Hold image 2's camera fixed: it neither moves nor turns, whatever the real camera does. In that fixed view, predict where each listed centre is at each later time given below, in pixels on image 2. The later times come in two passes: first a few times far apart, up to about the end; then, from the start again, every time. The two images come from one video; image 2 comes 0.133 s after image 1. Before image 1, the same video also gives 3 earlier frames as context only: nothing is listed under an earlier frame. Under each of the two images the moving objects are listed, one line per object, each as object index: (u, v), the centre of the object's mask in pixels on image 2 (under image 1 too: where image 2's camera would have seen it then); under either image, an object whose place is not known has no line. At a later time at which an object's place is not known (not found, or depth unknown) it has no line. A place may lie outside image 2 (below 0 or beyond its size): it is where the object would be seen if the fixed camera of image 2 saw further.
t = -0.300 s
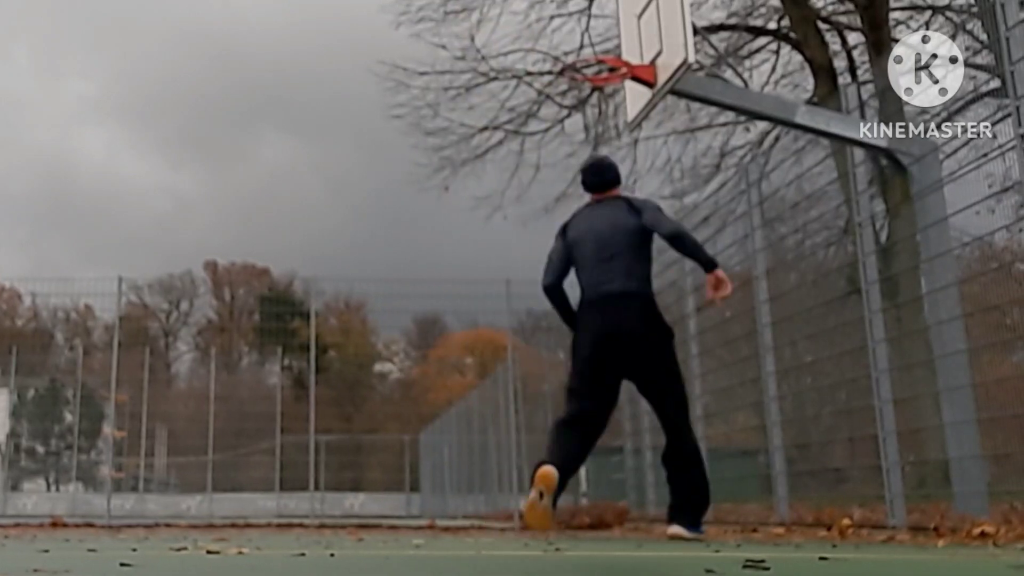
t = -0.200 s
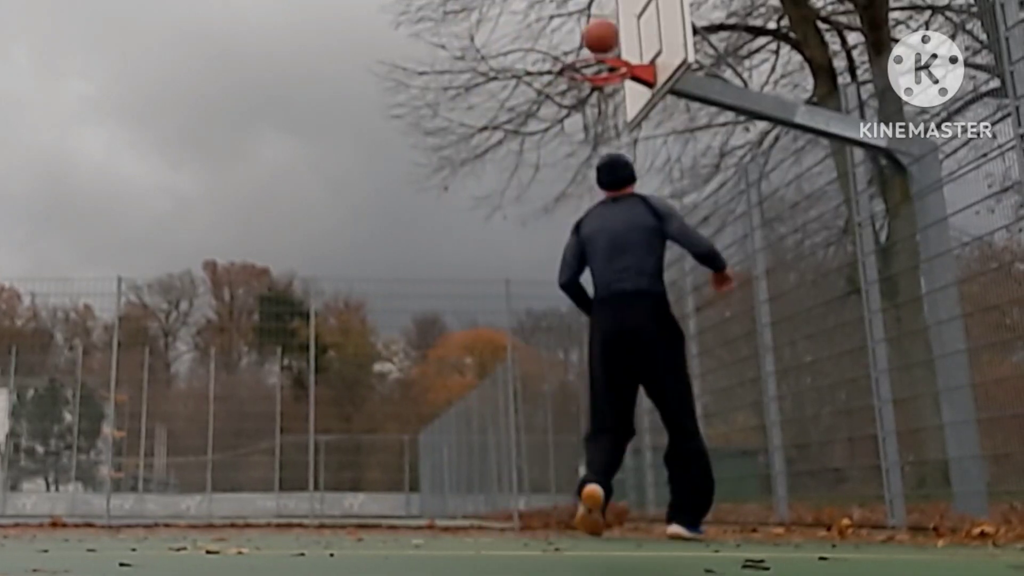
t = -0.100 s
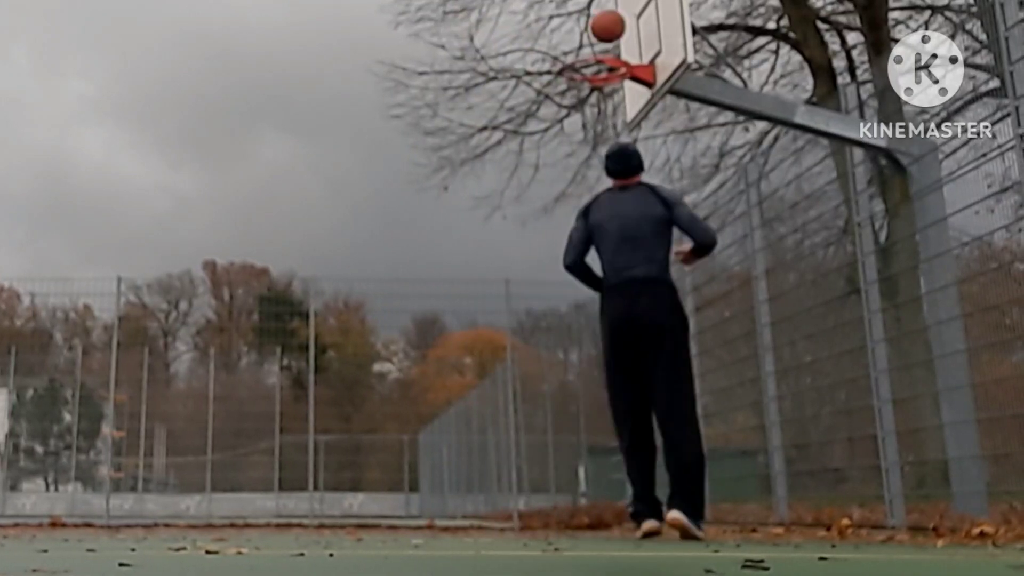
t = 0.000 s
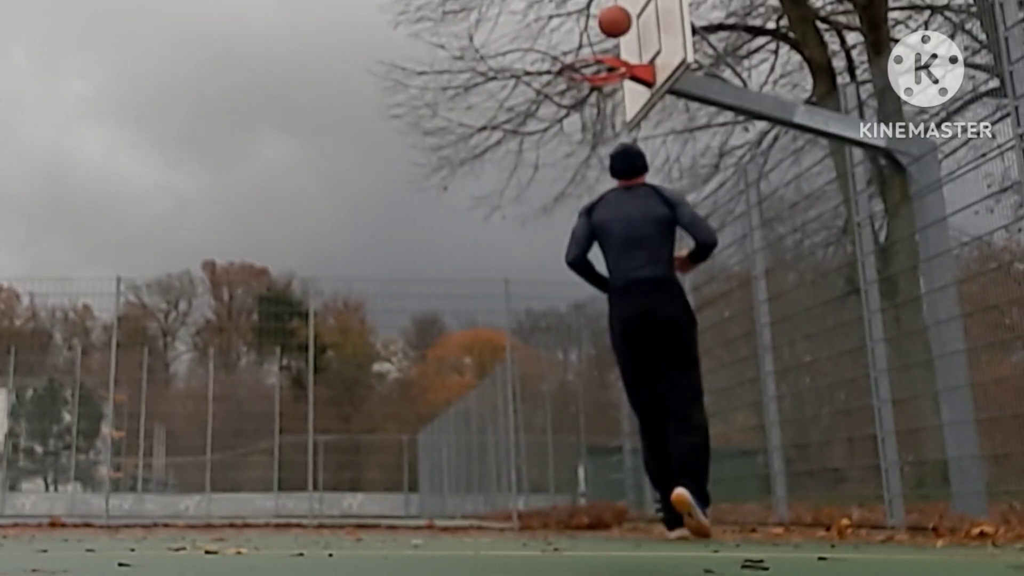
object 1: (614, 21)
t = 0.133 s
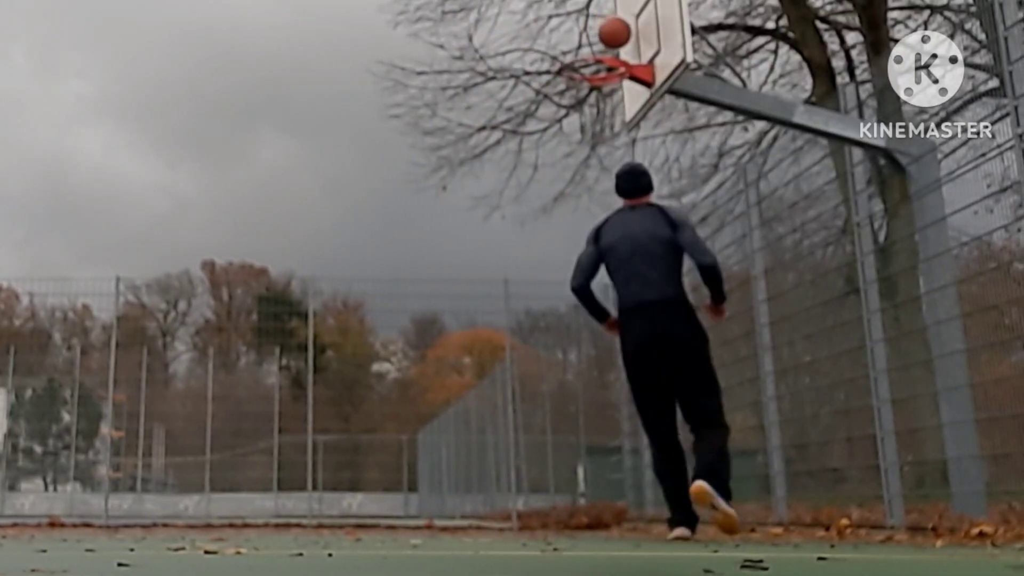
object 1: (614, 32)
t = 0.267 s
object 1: (594, 62)
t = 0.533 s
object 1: (562, 189)
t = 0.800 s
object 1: (535, 413)
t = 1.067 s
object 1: (513, 381)
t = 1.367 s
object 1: (494, 249)
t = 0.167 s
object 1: (609, 38)
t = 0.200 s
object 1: (605, 42)
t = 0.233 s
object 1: (598, 50)
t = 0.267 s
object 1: (594, 62)
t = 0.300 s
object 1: (586, 73)
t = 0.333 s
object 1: (585, 85)
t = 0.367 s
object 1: (582, 98)
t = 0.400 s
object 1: (577, 114)
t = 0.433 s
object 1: (573, 131)
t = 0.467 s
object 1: (569, 149)
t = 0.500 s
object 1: (566, 169)
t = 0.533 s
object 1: (562, 189)
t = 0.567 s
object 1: (558, 211)
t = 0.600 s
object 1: (555, 236)
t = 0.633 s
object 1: (551, 261)
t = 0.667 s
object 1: (548, 288)
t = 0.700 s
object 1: (544, 316)
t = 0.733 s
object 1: (541, 347)
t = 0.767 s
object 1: (538, 378)
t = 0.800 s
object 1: (535, 413)
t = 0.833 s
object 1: (532, 448)
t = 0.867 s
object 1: (530, 485)
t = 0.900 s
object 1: (526, 516)
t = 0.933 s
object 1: (524, 485)
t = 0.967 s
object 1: (521, 456)
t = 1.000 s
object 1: (518, 430)
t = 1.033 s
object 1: (516, 404)
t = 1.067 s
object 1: (513, 381)
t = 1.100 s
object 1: (511, 359)
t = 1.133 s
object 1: (508, 340)
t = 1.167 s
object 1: (506, 323)
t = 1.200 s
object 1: (503, 306)
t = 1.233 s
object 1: (501, 292)
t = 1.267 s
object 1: (500, 279)
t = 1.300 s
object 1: (498, 267)
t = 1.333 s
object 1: (496, 258)
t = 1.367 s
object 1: (494, 249)
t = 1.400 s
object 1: (492, 242)
